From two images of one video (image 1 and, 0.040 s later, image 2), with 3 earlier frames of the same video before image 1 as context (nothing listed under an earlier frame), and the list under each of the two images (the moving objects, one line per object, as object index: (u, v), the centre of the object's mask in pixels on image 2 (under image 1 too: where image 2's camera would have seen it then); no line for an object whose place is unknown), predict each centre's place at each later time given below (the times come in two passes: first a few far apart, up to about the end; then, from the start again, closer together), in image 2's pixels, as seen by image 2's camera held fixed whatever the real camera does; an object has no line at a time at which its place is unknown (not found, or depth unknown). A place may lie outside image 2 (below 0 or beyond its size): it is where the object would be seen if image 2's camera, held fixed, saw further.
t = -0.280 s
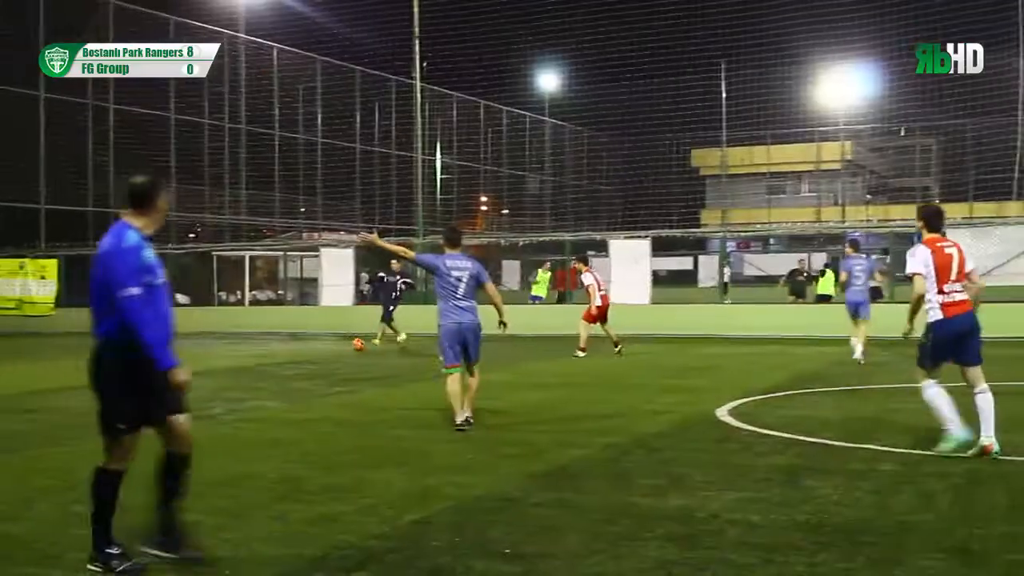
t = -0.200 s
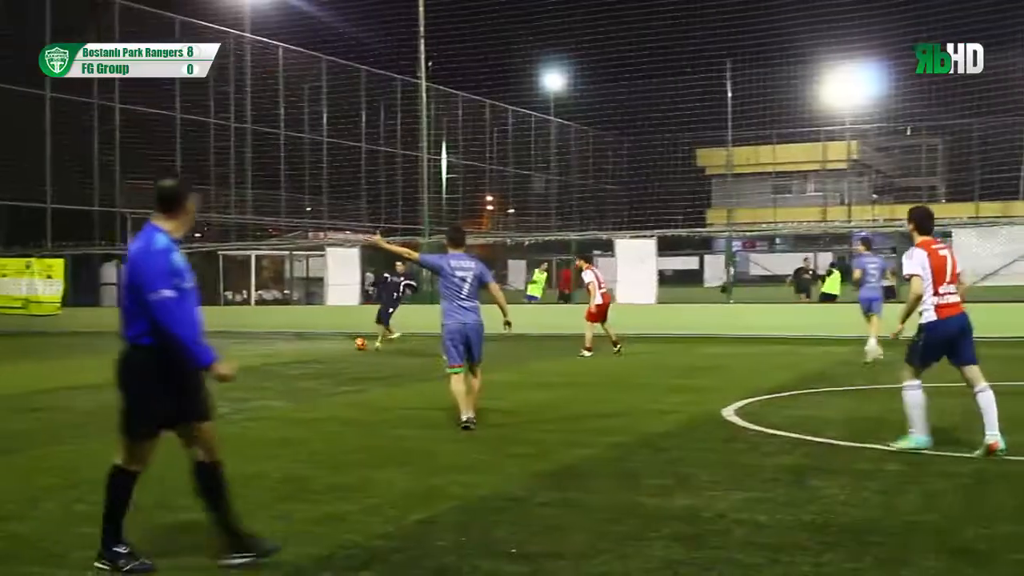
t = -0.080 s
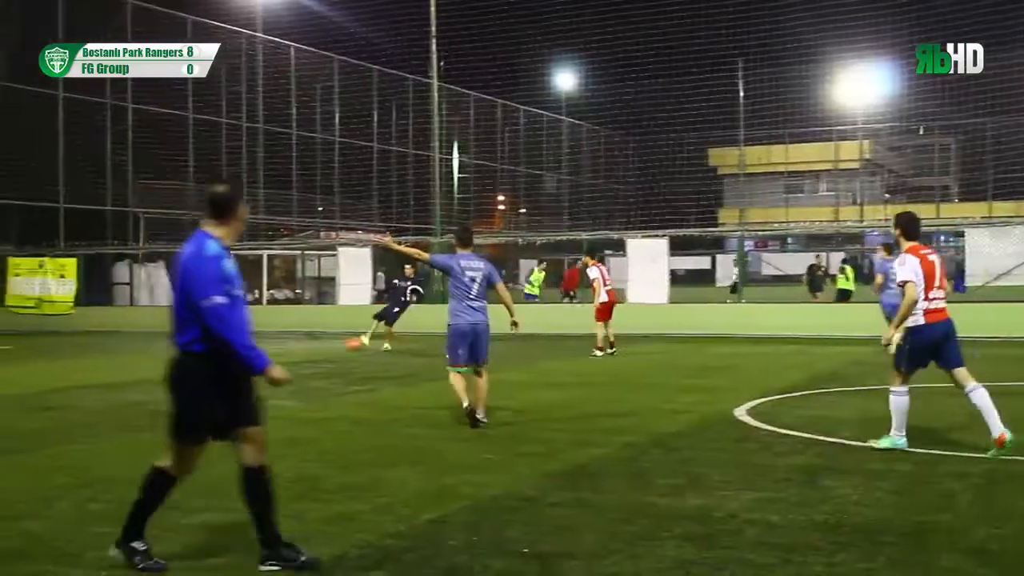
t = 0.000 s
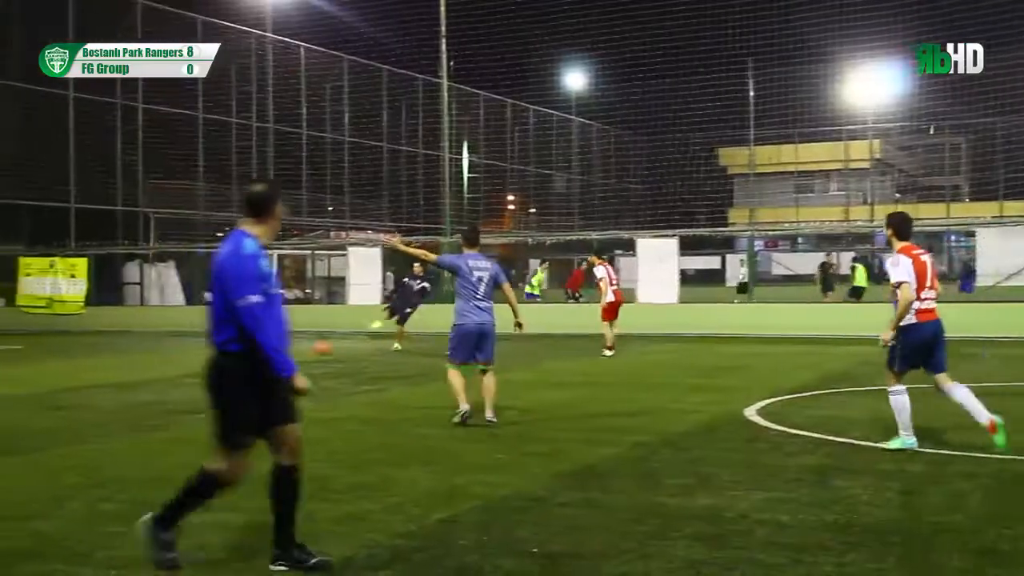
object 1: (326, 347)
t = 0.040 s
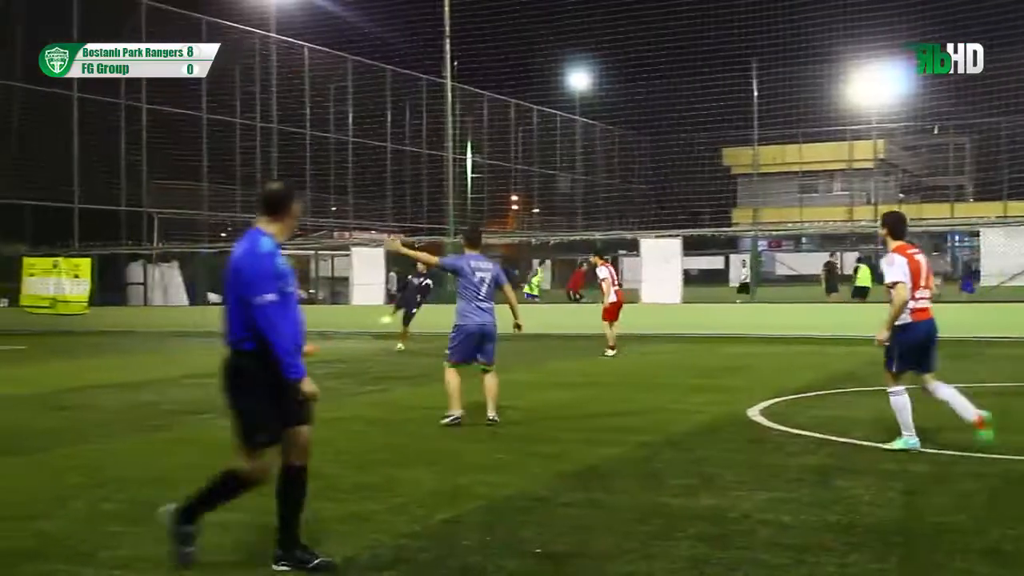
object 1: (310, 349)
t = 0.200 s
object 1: (217, 356)
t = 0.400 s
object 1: (105, 365)
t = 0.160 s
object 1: (238, 353)
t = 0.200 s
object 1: (217, 356)
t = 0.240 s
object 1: (194, 358)
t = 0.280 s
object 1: (172, 360)
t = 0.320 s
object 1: (149, 362)
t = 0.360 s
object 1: (126, 364)
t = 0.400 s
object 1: (105, 365)
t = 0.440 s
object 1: (83, 366)
